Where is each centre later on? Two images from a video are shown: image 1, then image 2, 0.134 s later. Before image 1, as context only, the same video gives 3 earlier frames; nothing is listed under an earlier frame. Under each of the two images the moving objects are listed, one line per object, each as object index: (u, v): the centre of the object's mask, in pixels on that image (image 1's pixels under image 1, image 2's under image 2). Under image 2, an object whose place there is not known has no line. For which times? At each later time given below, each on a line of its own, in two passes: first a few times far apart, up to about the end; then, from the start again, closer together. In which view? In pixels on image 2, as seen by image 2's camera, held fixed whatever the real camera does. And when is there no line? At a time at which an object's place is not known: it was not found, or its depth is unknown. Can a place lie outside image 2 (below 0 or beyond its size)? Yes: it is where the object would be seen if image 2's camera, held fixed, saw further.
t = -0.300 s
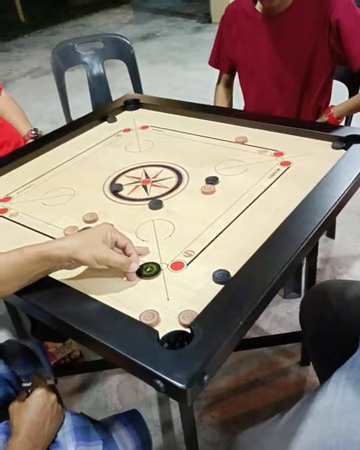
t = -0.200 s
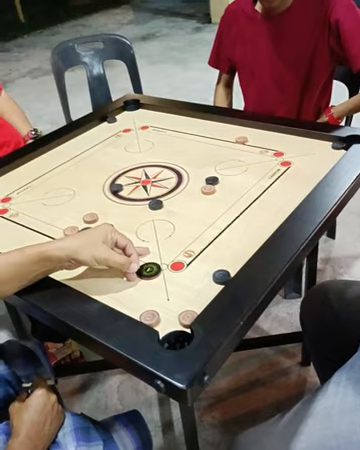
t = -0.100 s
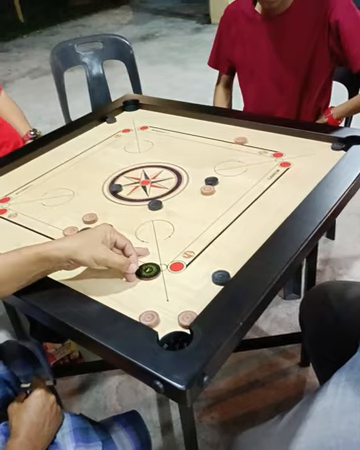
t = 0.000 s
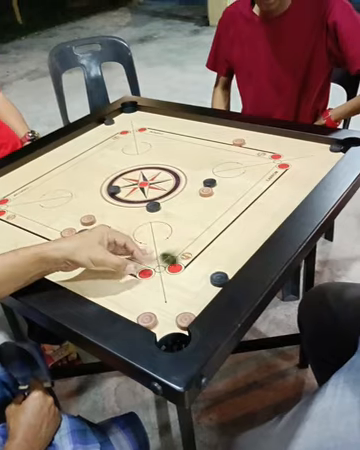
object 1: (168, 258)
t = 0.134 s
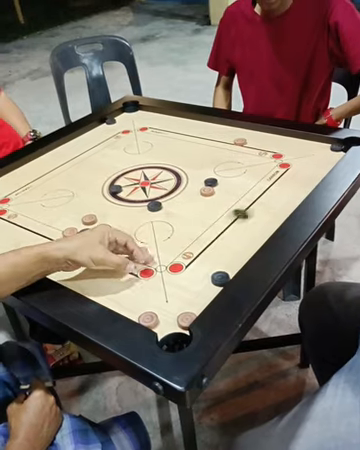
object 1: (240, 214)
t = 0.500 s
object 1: (328, 152)
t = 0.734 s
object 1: (311, 148)
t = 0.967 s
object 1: (299, 145)
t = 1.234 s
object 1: (289, 142)
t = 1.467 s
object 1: (284, 140)
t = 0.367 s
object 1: (335, 155)
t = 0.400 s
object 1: (335, 154)
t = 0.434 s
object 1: (332, 153)
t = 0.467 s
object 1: (330, 153)
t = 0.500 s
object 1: (328, 152)
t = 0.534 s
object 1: (324, 151)
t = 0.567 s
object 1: (323, 151)
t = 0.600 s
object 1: (320, 150)
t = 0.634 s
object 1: (318, 150)
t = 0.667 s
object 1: (315, 149)
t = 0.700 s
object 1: (313, 149)
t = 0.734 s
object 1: (311, 148)
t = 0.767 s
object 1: (309, 148)
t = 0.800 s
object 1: (308, 147)
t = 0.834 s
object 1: (305, 147)
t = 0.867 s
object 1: (304, 146)
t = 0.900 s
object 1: (302, 146)
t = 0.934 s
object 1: (300, 145)
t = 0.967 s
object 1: (299, 145)
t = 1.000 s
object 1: (297, 144)
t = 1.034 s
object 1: (296, 144)
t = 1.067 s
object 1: (294, 144)
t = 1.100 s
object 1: (293, 143)
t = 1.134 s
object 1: (292, 143)
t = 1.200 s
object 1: (290, 142)
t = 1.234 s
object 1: (289, 142)
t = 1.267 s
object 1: (288, 141)
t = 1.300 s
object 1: (287, 141)
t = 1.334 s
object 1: (286, 141)
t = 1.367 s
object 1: (285, 141)
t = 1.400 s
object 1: (285, 141)
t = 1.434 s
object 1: (284, 140)
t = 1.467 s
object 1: (284, 140)
